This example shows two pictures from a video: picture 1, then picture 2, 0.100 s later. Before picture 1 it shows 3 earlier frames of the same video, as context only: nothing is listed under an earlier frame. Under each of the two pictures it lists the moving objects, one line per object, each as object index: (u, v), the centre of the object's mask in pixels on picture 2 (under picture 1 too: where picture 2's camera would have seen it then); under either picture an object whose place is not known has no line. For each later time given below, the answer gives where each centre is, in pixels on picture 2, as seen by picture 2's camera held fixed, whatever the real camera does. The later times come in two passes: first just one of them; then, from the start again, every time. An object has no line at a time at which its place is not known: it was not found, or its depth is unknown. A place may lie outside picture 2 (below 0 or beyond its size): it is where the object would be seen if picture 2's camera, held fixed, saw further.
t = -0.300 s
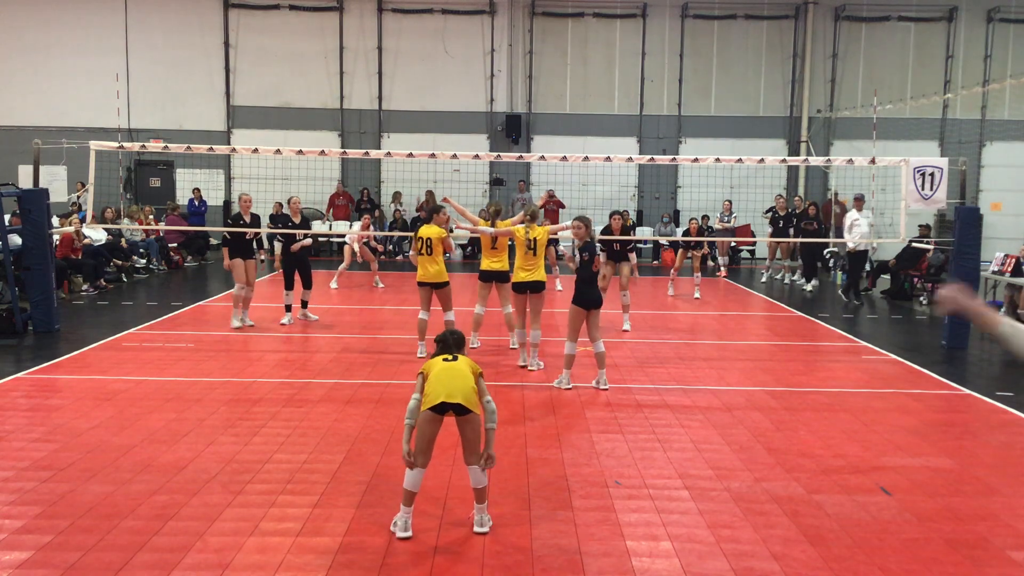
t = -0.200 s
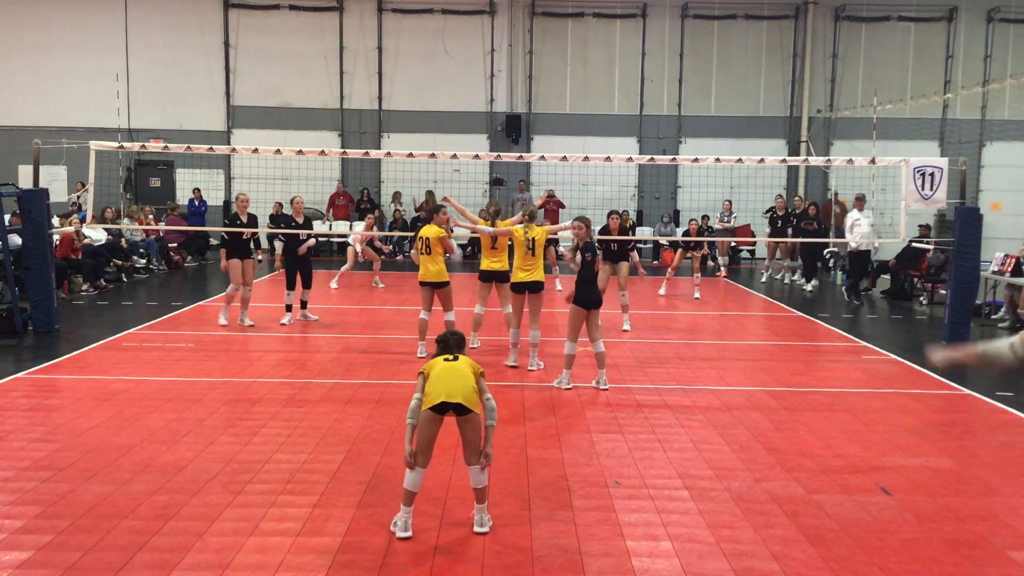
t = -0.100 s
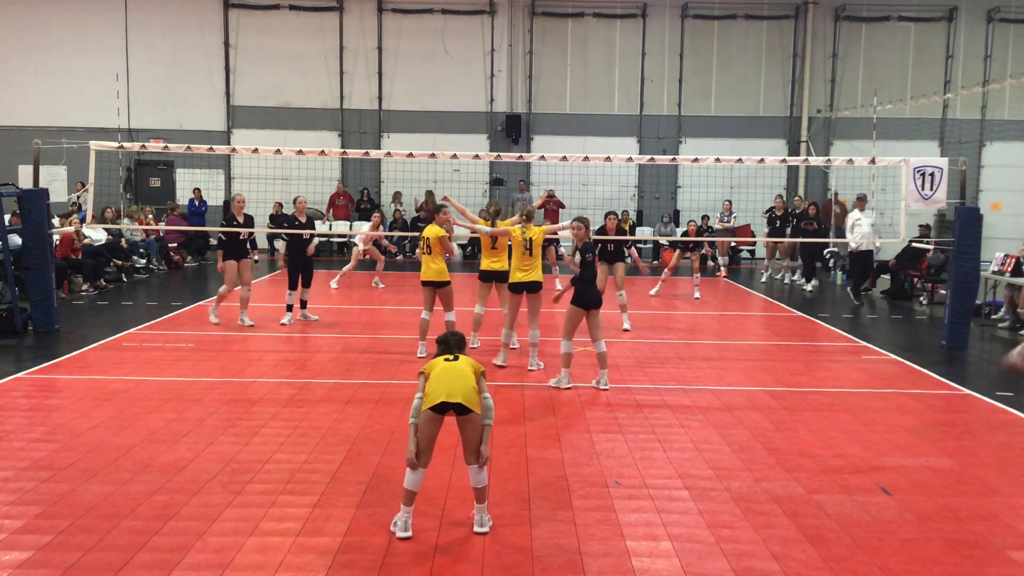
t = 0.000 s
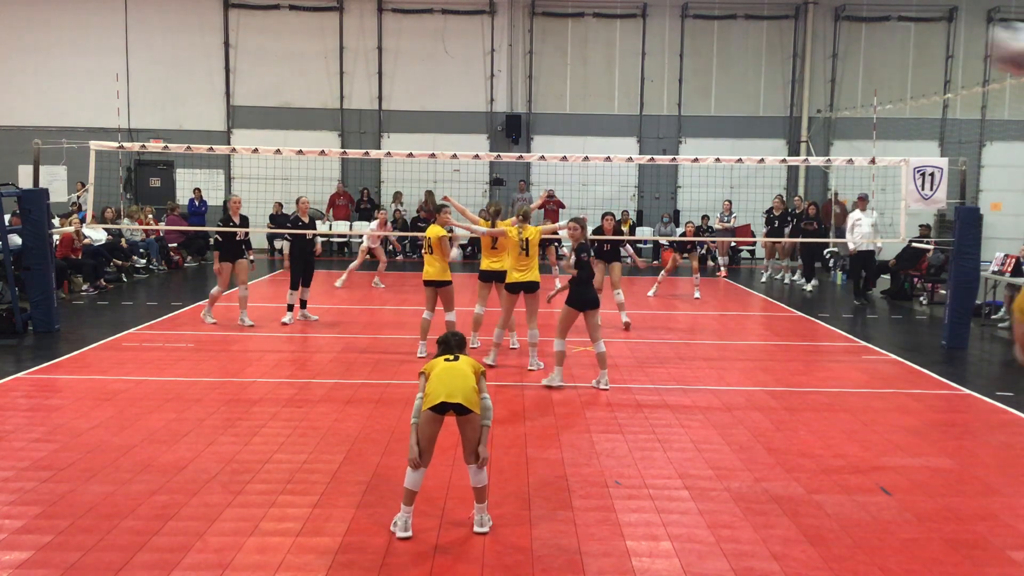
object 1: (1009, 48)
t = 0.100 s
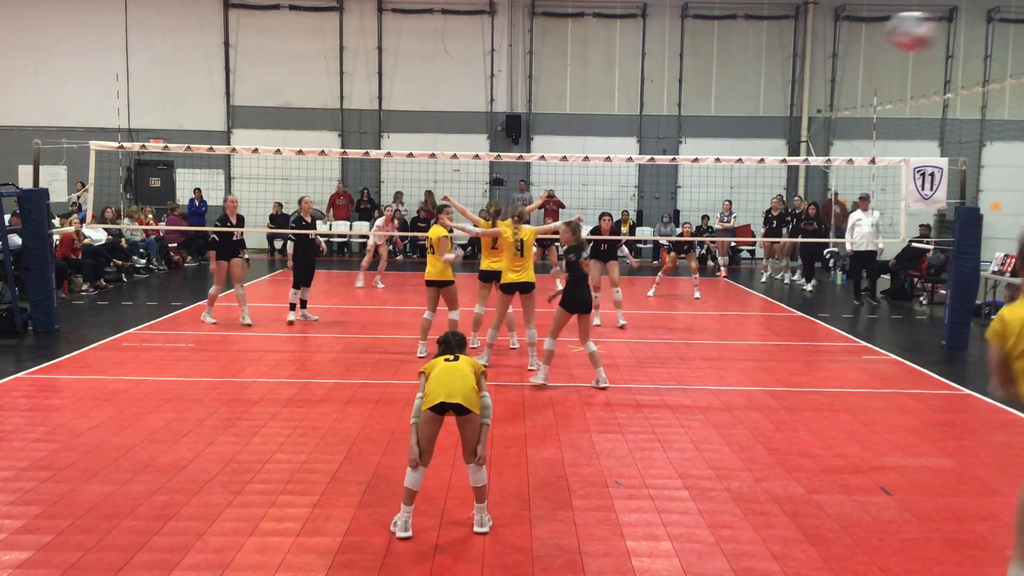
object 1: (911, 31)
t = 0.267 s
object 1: (820, 48)
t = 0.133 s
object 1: (887, 31)
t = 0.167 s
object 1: (866, 33)
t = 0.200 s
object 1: (849, 37)
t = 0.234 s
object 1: (834, 42)
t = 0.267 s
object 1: (820, 48)
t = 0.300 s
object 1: (809, 55)
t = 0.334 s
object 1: (799, 63)
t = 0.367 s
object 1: (791, 72)
